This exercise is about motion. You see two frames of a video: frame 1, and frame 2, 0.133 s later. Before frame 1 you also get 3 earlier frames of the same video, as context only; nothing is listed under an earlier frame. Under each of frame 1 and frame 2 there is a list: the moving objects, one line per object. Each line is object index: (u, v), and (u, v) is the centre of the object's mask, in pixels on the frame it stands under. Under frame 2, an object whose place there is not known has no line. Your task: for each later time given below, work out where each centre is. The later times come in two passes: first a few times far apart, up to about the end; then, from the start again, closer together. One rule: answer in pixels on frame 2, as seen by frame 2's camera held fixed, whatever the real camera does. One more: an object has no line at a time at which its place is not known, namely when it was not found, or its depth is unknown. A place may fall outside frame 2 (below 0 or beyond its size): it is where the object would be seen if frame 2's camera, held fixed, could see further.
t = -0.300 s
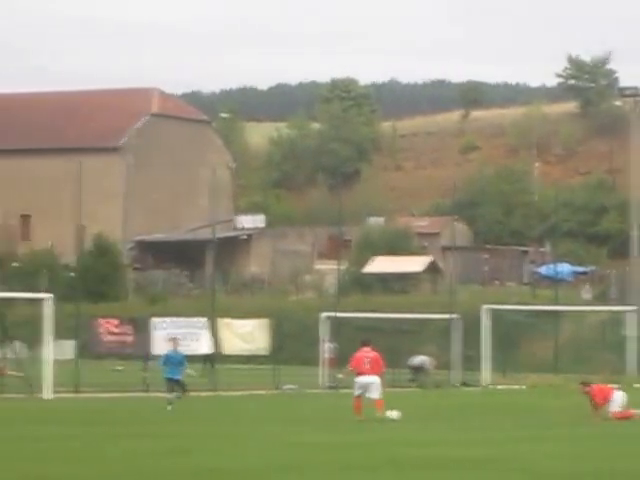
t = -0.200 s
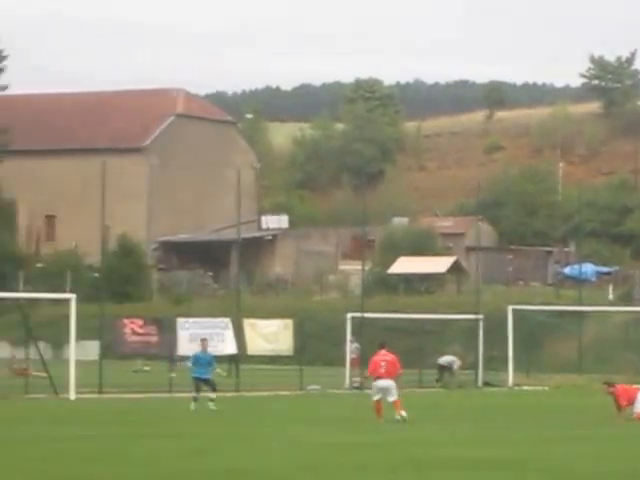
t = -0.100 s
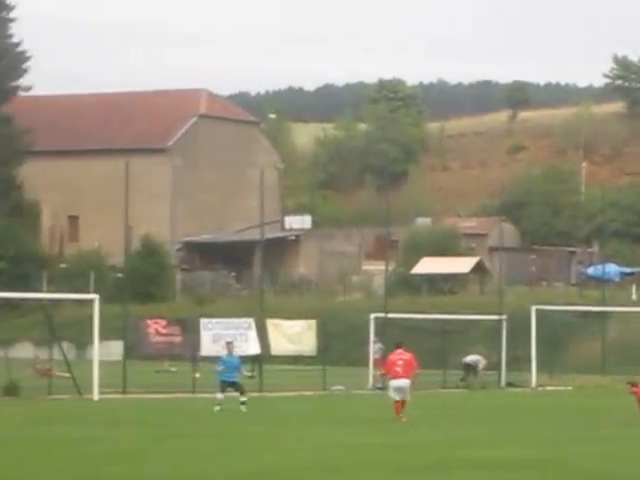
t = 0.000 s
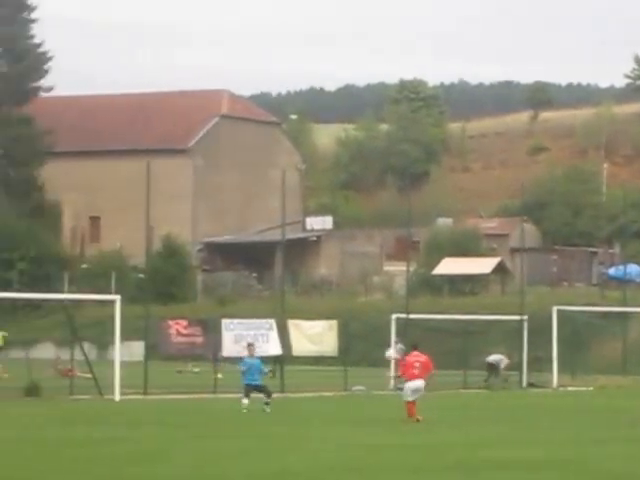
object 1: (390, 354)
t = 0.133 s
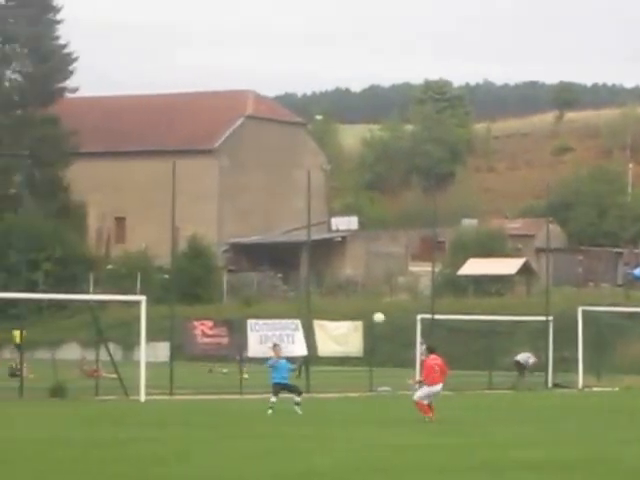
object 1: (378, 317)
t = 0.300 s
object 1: (333, 285)
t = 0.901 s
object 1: (185, 271)
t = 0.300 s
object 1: (333, 285)
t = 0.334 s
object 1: (325, 280)
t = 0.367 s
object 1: (316, 276)
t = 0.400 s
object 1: (307, 272)
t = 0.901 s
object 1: (185, 271)
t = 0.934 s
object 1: (176, 274)
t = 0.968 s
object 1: (169, 278)
